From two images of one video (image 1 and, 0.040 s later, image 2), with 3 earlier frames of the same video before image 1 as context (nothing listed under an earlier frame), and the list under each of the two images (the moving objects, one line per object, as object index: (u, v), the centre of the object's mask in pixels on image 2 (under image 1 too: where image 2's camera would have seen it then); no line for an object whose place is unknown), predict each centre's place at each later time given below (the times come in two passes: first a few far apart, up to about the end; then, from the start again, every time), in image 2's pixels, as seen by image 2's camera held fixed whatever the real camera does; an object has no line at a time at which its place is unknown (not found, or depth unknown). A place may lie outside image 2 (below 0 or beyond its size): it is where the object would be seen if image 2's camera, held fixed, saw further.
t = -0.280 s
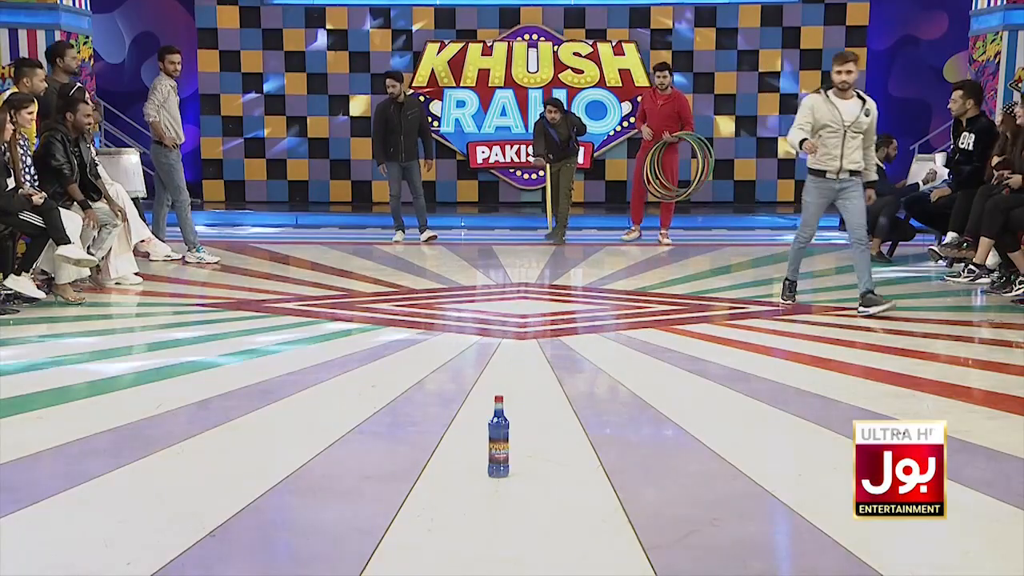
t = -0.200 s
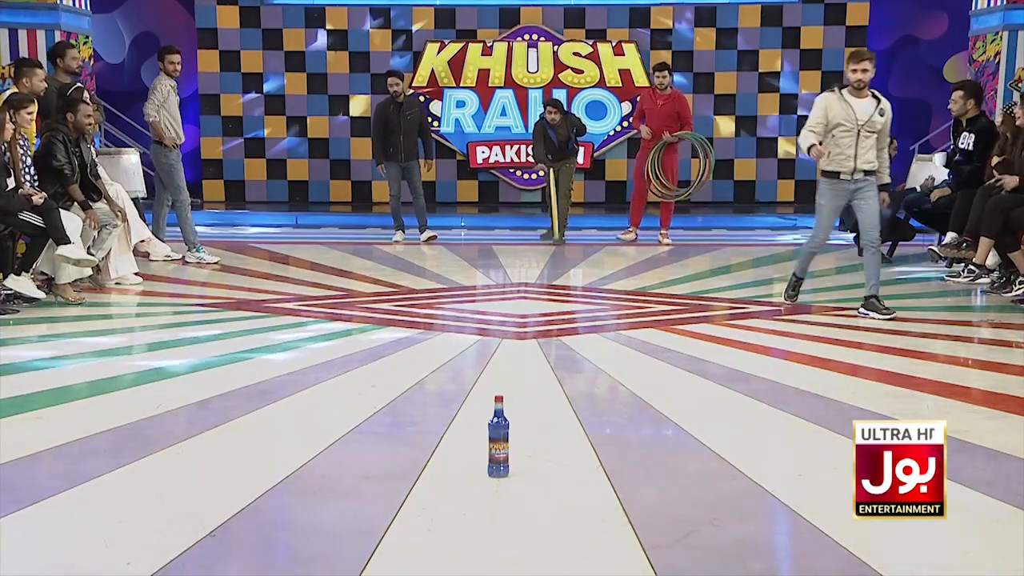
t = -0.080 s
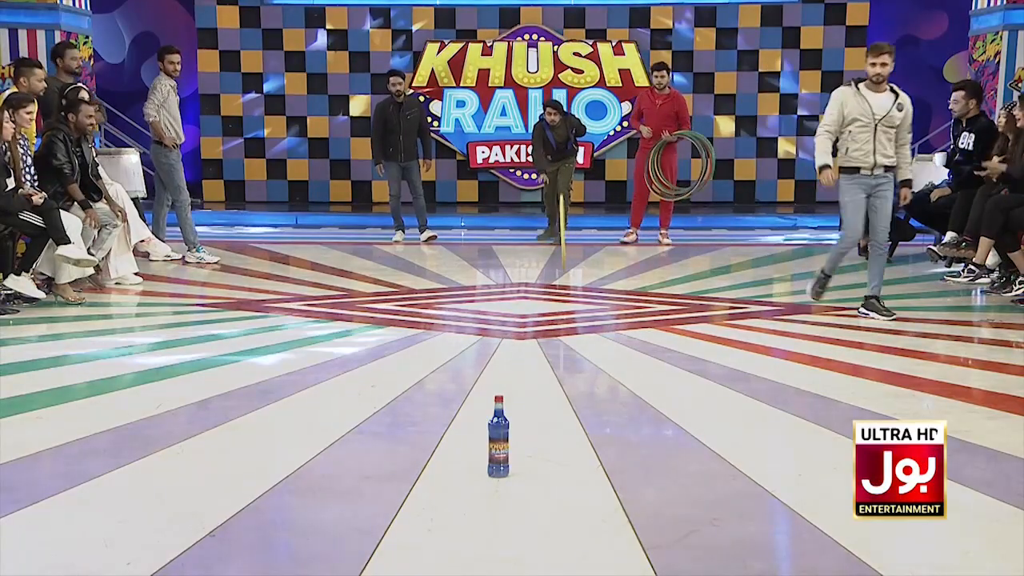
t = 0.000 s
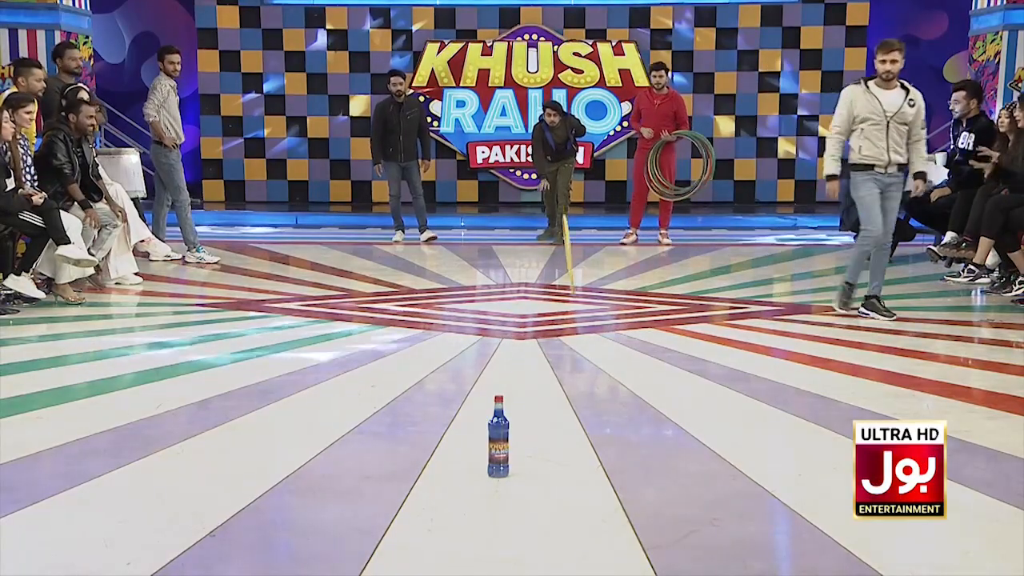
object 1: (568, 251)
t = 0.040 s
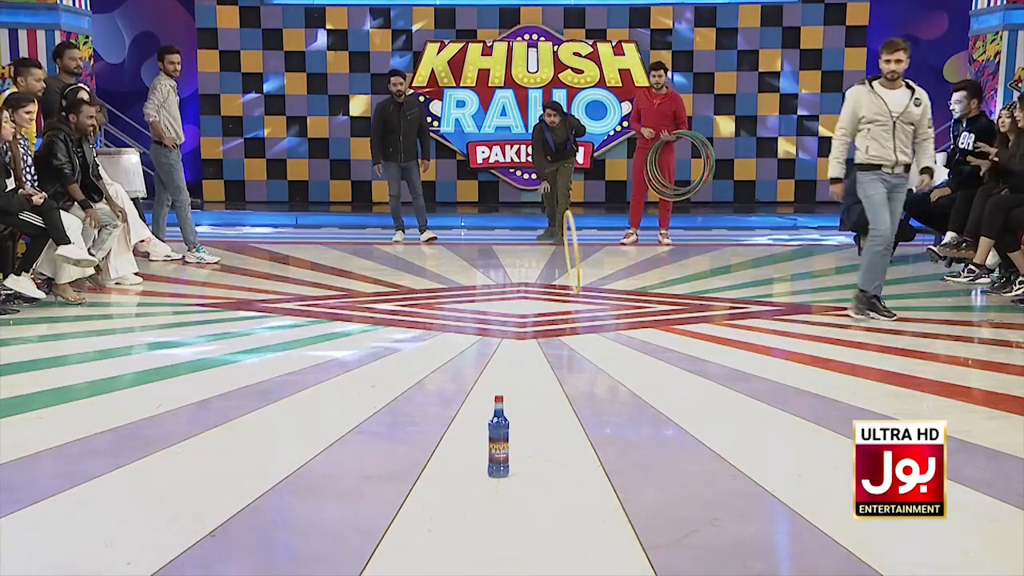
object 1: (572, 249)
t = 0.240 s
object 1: (588, 279)
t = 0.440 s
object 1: (606, 298)
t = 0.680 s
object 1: (627, 330)
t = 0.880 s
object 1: (648, 358)
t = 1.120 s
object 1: (664, 384)
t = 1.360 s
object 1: (653, 403)
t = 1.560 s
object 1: (626, 441)
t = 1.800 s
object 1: (647, 439)
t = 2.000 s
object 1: (673, 424)
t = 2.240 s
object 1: (676, 418)
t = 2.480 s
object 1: (645, 427)
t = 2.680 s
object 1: (627, 454)
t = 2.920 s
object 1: (649, 454)
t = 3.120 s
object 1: (665, 447)
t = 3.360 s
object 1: (638, 449)
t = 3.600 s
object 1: (630, 462)
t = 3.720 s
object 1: (639, 463)
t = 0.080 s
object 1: (575, 251)
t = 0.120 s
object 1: (578, 252)
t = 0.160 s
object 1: (581, 254)
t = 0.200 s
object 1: (584, 266)
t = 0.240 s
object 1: (588, 279)
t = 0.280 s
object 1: (591, 283)
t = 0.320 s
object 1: (595, 284)
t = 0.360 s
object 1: (598, 283)
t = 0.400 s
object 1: (602, 289)
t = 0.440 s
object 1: (606, 298)
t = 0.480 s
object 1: (609, 311)
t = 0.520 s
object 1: (613, 313)
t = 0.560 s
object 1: (616, 315)
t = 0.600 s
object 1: (620, 322)
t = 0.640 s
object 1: (623, 327)
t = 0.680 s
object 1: (627, 330)
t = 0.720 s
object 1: (631, 338)
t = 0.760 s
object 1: (635, 343)
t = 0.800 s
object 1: (640, 349)
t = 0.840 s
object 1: (644, 354)
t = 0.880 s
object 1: (648, 358)
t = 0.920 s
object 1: (651, 362)
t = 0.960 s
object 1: (655, 367)
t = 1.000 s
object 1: (658, 371)
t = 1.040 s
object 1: (660, 376)
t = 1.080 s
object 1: (662, 380)
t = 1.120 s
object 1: (664, 384)
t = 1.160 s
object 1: (664, 388)
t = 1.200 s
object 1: (664, 391)
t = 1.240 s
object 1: (663, 394)
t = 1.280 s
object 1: (661, 397)
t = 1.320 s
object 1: (658, 399)
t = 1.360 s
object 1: (653, 403)
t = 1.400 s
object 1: (647, 409)
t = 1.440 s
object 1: (640, 414)
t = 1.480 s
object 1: (635, 422)
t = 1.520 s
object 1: (638, 457)
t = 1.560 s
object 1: (626, 441)
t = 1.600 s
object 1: (625, 451)
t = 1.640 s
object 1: (627, 455)
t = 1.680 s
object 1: (631, 453)
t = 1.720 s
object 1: (635, 449)
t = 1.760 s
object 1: (641, 444)
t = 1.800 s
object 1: (647, 439)
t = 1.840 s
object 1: (653, 435)
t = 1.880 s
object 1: (659, 431)
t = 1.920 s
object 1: (664, 429)
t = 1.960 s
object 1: (669, 426)
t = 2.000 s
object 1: (673, 424)
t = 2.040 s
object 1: (677, 423)
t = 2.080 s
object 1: (679, 422)
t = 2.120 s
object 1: (679, 419)
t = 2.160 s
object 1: (680, 418)
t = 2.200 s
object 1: (678, 418)
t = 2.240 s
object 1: (676, 418)
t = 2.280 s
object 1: (673, 418)
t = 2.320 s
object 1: (669, 419)
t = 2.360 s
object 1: (664, 419)
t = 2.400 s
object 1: (658, 421)
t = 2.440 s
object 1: (652, 424)
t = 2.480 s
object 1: (645, 427)
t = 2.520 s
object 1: (639, 431)
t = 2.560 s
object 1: (633, 436)
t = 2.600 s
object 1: (628, 443)
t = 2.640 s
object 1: (626, 449)
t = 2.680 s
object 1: (627, 454)
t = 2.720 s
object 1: (628, 459)
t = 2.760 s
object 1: (631, 461)
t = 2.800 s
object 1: (635, 461)
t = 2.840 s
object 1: (639, 459)
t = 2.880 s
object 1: (644, 456)
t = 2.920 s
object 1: (649, 454)
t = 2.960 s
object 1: (653, 452)
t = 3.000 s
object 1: (658, 450)
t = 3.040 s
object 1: (661, 449)
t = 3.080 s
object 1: (664, 448)
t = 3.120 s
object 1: (665, 447)
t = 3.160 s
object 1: (662, 444)
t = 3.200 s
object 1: (659, 444)
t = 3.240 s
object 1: (656, 445)
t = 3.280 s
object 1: (651, 446)
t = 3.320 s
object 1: (645, 447)
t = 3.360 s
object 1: (638, 449)
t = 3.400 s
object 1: (632, 452)
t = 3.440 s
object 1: (628, 455)
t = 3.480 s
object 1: (628, 456)
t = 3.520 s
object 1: (627, 459)
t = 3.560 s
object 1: (628, 461)
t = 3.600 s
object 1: (630, 462)
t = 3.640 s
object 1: (633, 463)
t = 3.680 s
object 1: (636, 463)
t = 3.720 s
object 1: (639, 463)
